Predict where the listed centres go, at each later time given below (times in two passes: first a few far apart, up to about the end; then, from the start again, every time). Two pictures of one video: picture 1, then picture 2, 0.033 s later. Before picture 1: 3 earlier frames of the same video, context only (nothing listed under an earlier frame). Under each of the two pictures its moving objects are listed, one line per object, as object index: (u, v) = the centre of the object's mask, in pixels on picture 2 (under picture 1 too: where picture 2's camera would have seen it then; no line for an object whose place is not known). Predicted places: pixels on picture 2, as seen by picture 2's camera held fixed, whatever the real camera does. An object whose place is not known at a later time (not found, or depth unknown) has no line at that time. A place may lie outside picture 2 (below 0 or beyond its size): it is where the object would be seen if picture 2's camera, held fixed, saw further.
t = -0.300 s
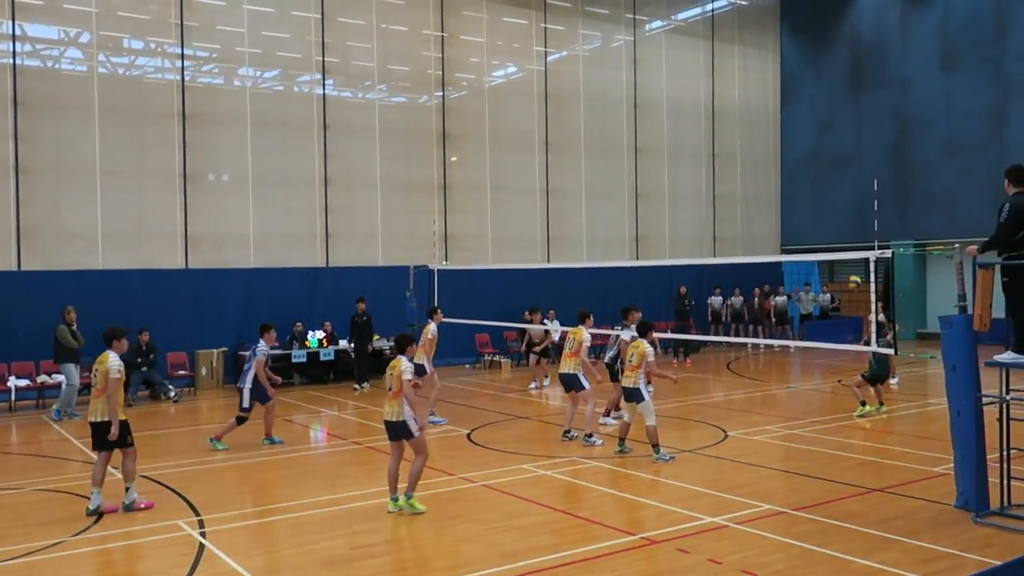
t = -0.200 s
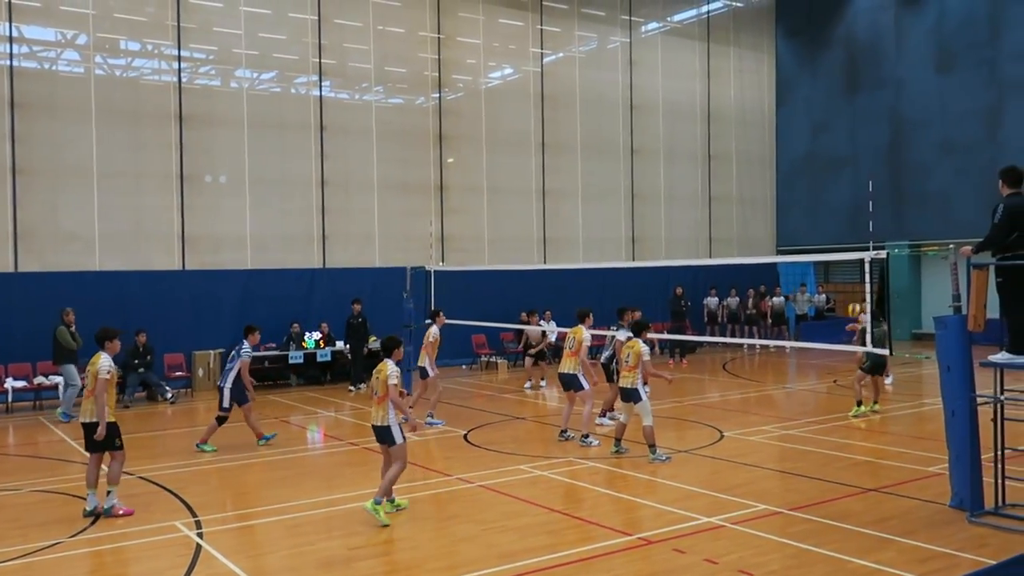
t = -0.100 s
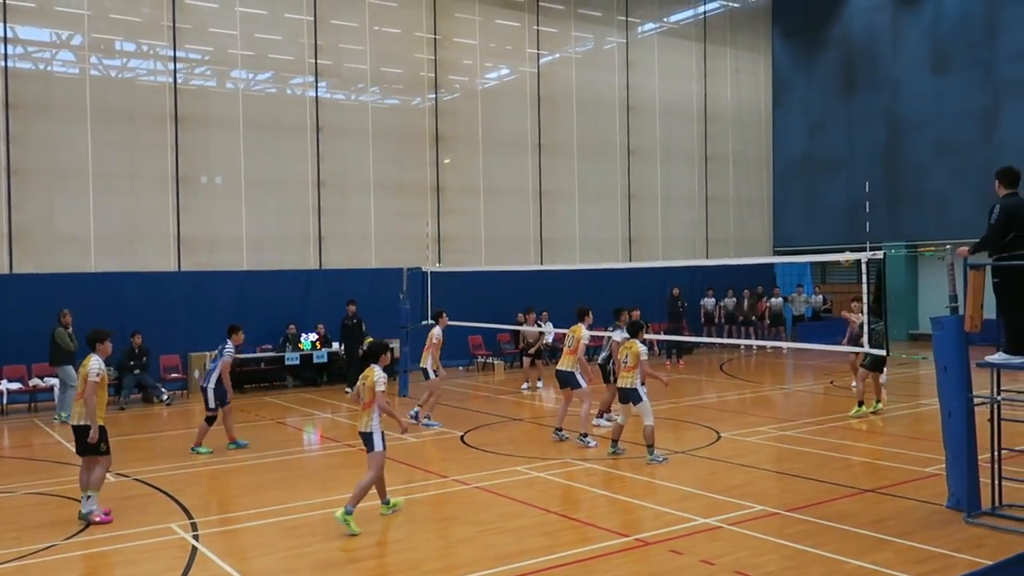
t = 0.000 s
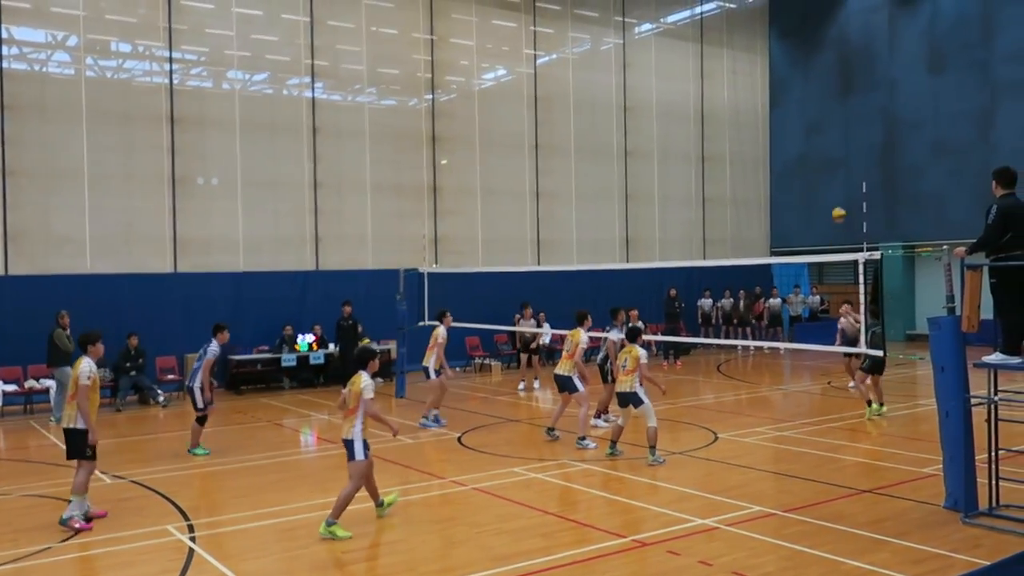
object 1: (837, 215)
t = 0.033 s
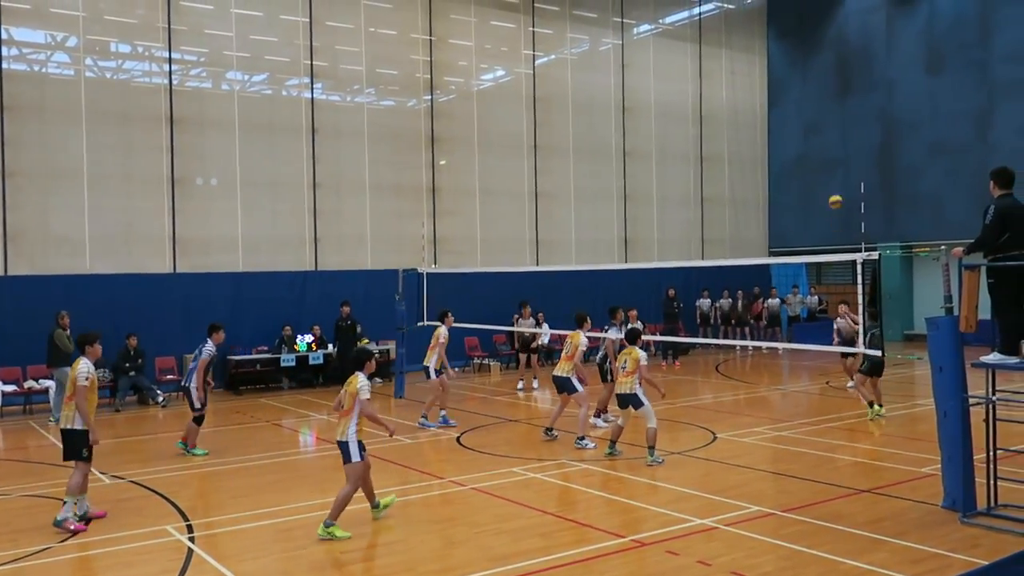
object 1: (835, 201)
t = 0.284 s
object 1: (822, 130)
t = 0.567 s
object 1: (809, 98)
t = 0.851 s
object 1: (796, 114)
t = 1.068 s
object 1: (788, 155)
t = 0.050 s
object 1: (834, 195)
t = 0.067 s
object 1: (833, 189)
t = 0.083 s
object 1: (832, 183)
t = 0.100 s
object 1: (831, 177)
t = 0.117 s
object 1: (830, 173)
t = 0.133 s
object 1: (829, 168)
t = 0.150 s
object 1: (829, 163)
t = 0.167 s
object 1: (828, 158)
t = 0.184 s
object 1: (827, 154)
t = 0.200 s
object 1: (827, 149)
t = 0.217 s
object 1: (826, 145)
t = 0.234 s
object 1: (825, 141)
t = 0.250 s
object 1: (824, 137)
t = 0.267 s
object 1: (823, 134)
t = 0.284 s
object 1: (822, 130)
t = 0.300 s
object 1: (822, 127)
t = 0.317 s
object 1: (821, 124)
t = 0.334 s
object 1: (820, 121)
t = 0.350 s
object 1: (820, 118)
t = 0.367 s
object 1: (819, 115)
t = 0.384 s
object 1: (817, 113)
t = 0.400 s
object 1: (816, 110)
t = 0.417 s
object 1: (816, 109)
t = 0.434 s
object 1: (815, 107)
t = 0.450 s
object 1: (814, 105)
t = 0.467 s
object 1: (814, 104)
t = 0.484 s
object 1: (813, 102)
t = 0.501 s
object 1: (812, 101)
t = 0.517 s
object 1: (811, 100)
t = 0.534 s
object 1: (810, 99)
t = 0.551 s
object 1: (809, 98)
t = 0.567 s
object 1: (809, 98)
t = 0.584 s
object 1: (808, 98)
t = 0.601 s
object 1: (807, 97)
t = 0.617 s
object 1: (806, 97)
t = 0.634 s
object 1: (806, 97)
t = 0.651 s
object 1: (805, 98)
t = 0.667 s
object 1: (805, 98)
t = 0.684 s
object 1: (804, 98)
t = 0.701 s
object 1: (803, 99)
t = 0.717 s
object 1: (802, 100)
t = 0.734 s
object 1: (801, 101)
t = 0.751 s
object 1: (801, 103)
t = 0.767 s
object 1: (800, 105)
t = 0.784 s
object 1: (799, 106)
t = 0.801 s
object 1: (799, 108)
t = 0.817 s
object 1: (798, 110)
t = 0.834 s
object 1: (797, 112)
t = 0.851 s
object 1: (796, 114)
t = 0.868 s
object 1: (796, 116)
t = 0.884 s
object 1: (795, 119)
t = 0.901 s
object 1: (795, 121)
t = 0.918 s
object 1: (794, 124)
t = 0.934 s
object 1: (793, 127)
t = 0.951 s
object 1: (793, 130)
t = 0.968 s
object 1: (792, 133)
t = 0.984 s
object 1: (791, 136)
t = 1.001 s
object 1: (790, 140)
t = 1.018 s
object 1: (790, 143)
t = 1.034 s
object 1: (789, 147)
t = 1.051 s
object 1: (789, 150)
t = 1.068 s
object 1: (788, 155)
